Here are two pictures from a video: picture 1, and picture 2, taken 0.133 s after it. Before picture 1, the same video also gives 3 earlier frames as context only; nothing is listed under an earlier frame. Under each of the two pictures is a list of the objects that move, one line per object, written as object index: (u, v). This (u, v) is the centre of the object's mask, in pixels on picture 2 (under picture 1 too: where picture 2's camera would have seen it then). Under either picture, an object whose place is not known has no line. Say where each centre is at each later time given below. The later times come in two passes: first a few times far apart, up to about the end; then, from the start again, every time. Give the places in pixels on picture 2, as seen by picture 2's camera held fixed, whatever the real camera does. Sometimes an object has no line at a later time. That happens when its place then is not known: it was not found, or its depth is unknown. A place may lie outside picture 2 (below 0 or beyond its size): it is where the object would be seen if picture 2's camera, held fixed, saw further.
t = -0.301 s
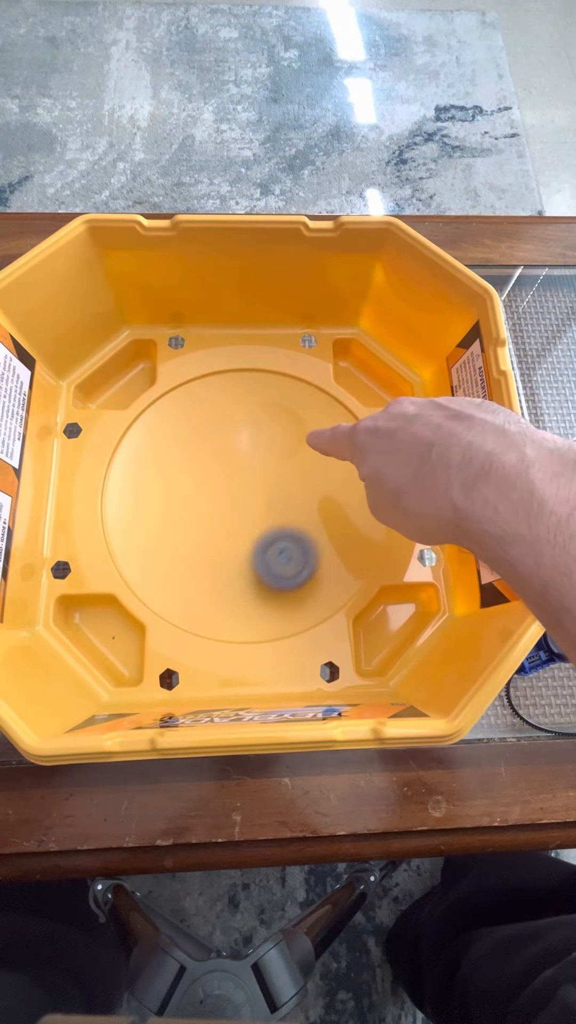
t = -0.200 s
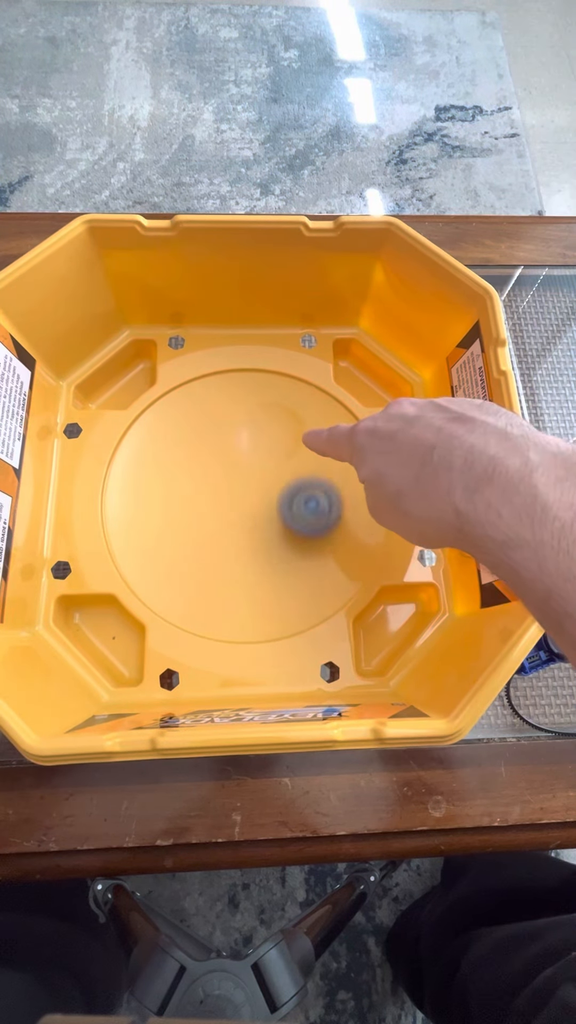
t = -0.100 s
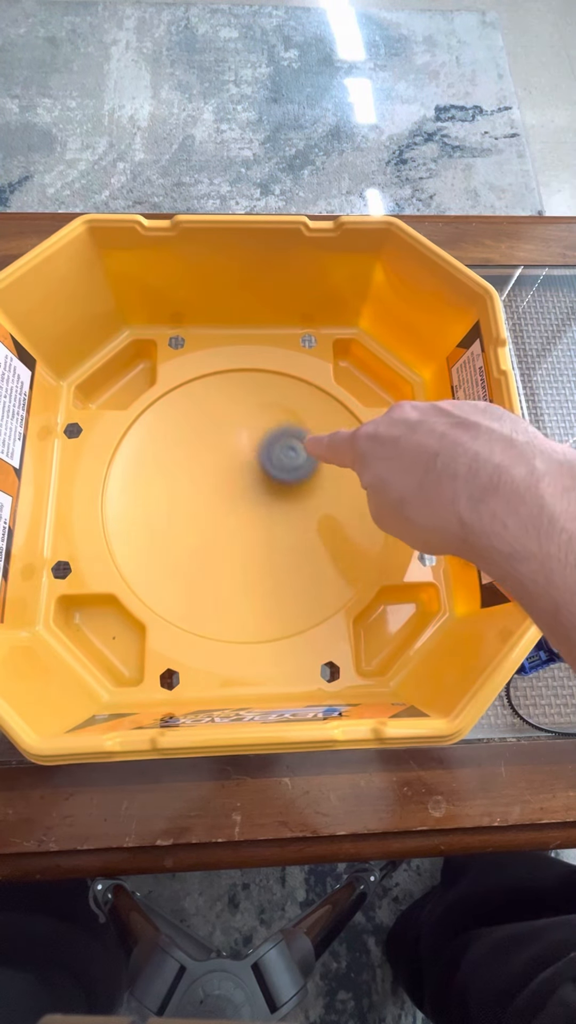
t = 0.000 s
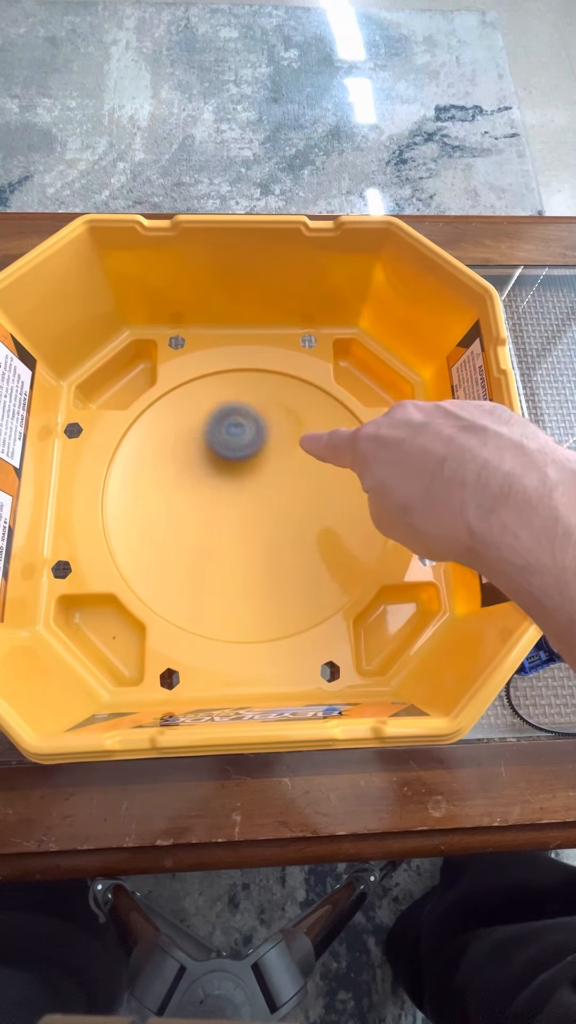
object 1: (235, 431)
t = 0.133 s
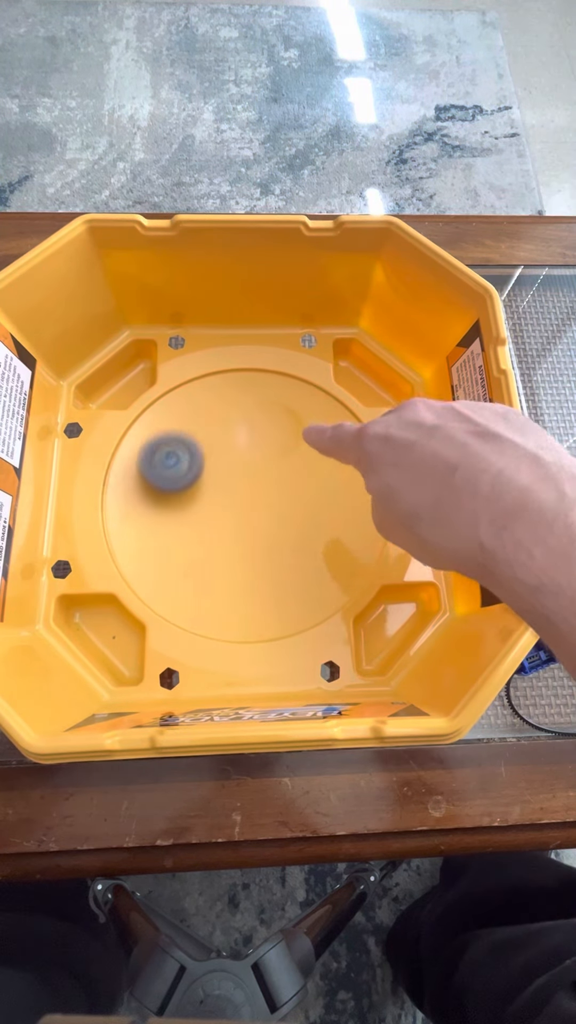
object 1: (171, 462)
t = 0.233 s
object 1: (167, 514)
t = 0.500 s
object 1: (293, 516)
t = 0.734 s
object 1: (248, 424)
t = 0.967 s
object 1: (194, 502)
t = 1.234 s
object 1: (305, 498)
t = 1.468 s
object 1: (244, 445)
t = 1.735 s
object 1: (242, 534)
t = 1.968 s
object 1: (304, 489)
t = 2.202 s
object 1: (226, 471)
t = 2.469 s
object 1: (238, 543)
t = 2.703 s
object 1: (281, 490)
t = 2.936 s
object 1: (207, 469)
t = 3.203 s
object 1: (234, 525)
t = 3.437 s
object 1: (279, 478)
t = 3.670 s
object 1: (229, 452)
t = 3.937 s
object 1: (234, 518)
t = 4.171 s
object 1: (298, 499)
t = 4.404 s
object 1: (261, 454)
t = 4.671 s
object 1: (212, 509)
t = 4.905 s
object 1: (265, 541)
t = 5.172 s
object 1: (278, 475)
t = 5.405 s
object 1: (217, 460)
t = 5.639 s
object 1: (202, 513)
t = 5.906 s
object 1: (273, 517)
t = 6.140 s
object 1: (286, 462)
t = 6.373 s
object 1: (233, 453)
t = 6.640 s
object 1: (220, 515)
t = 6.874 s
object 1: (271, 535)
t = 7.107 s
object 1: (287, 487)
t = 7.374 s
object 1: (231, 463)
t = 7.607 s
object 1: (202, 499)
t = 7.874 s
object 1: (252, 522)
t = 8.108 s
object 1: (283, 483)
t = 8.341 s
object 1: (255, 453)
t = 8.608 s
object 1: (222, 489)
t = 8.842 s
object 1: (242, 527)
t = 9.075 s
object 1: (278, 516)
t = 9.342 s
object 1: (264, 475)
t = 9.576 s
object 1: (225, 469)
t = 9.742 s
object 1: (214, 485)
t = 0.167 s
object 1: (164, 478)
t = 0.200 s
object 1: (162, 496)
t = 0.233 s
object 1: (167, 514)
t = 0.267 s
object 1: (177, 529)
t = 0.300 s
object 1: (192, 542)
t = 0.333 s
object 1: (210, 550)
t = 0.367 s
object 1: (230, 552)
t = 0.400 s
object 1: (250, 549)
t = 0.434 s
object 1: (268, 542)
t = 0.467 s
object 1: (283, 530)
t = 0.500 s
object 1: (293, 516)
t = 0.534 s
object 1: (300, 499)
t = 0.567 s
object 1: (302, 482)
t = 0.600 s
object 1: (299, 466)
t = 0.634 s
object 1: (292, 450)
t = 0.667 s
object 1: (280, 437)
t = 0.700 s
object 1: (265, 429)
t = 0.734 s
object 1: (248, 424)
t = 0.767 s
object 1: (231, 425)
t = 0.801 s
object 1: (216, 431)
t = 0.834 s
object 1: (203, 441)
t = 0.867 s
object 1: (193, 455)
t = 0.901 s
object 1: (189, 470)
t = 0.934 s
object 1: (189, 486)
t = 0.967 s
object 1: (194, 502)
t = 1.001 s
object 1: (205, 515)
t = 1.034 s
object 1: (220, 525)
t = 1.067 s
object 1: (236, 532)
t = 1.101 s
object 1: (254, 533)
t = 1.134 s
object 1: (271, 529)
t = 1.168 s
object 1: (285, 522)
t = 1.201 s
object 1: (298, 511)
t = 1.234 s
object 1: (305, 498)
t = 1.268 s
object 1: (308, 484)
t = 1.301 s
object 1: (306, 470)
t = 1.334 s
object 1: (300, 457)
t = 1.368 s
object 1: (288, 447)
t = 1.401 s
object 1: (274, 440)
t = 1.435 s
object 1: (258, 440)
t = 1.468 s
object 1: (244, 445)
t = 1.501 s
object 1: (231, 452)
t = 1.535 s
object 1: (221, 463)
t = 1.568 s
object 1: (215, 476)
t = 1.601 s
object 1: (212, 489)
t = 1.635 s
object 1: (214, 503)
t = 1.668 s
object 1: (220, 516)
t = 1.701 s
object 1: (230, 527)
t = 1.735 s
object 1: (242, 534)
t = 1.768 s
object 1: (257, 538)
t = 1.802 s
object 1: (271, 537)
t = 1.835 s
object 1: (284, 533)
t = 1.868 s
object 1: (294, 525)
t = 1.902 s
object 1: (302, 515)
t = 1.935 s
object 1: (305, 502)
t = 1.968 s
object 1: (304, 489)
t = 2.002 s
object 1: (298, 478)
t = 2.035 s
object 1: (288, 469)
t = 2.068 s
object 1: (276, 463)
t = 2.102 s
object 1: (263, 461)
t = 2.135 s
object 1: (250, 461)
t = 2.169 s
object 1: (237, 465)
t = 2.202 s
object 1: (226, 471)
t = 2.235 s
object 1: (217, 480)
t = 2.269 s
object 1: (210, 490)
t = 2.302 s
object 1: (207, 501)
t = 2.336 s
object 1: (207, 513)
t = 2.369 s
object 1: (211, 523)
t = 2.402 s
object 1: (218, 533)
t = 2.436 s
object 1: (227, 539)
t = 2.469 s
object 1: (238, 543)
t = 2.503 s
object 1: (251, 543)
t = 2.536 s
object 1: (262, 540)
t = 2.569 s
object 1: (272, 532)
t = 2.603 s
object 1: (279, 523)
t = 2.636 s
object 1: (283, 512)
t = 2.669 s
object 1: (283, 501)
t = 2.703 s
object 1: (281, 490)
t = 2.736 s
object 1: (276, 481)
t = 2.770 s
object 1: (268, 473)
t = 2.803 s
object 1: (259, 466)
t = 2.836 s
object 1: (249, 462)
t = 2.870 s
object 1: (238, 461)
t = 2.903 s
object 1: (227, 461)
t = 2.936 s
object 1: (207, 469)
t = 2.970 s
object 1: (200, 477)
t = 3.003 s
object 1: (197, 486)
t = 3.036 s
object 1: (196, 496)
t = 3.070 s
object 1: (199, 505)
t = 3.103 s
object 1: (205, 514)
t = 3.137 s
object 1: (213, 520)
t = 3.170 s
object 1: (223, 524)
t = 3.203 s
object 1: (234, 525)
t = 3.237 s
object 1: (246, 524)
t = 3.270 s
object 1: (256, 520)
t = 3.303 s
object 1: (265, 514)
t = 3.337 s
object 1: (272, 506)
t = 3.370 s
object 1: (277, 497)
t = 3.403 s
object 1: (279, 487)
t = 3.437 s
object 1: (279, 478)
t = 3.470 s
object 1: (276, 468)
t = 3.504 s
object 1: (272, 461)
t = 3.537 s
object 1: (265, 454)
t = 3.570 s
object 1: (257, 450)
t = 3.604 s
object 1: (247, 448)
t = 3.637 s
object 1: (238, 449)
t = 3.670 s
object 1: (229, 452)
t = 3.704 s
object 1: (221, 457)
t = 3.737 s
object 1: (215, 465)
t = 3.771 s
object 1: (212, 475)
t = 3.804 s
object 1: (211, 485)
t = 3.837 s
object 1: (213, 495)
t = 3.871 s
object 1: (218, 504)
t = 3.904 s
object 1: (225, 512)
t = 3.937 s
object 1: (234, 518)
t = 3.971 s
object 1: (244, 523)
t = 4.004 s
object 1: (255, 525)
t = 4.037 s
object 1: (266, 524)
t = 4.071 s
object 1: (277, 521)
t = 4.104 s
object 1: (286, 516)
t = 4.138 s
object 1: (293, 508)
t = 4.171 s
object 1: (298, 499)
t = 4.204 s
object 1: (301, 490)
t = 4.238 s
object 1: (300, 480)
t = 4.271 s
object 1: (296, 471)
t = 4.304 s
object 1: (290, 464)
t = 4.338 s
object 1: (282, 458)
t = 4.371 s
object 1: (272, 455)
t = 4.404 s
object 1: (261, 454)
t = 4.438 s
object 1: (250, 455)
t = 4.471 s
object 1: (240, 459)
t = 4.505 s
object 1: (231, 465)
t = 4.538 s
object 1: (223, 472)
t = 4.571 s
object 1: (217, 480)
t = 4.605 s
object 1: (213, 489)
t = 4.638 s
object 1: (211, 499)
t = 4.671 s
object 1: (212, 509)
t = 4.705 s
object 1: (214, 518)
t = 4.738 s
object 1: (220, 527)
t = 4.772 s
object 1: (226, 534)
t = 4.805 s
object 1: (235, 539)
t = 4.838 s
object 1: (244, 543)
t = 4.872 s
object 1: (254, 543)
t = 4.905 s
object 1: (265, 541)
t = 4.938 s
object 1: (274, 536)
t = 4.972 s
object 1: (281, 529)
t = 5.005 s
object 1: (287, 521)
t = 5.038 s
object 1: (290, 511)
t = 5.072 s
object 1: (290, 501)
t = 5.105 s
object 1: (288, 492)
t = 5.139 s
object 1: (284, 483)
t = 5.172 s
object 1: (278, 475)
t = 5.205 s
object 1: (271, 468)
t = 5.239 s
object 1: (263, 463)
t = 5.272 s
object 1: (254, 459)
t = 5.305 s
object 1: (244, 456)
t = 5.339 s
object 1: (235, 456)
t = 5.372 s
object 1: (225, 457)
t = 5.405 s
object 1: (217, 460)
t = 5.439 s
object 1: (209, 465)
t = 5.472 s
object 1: (202, 471)
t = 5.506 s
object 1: (198, 479)
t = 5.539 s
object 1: (195, 487)
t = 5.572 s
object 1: (195, 496)
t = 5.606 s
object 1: (198, 505)
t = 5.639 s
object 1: (202, 513)
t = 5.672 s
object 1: (209, 519)
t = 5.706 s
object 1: (217, 524)
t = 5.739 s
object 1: (227, 528)
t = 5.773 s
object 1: (237, 529)
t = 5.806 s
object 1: (247, 528)
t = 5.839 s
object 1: (257, 526)
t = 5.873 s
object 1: (265, 522)
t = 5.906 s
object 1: (273, 517)
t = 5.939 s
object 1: (280, 510)
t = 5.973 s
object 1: (286, 503)
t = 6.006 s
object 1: (290, 495)
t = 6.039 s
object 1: (292, 486)
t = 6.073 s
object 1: (292, 477)
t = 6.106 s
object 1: (290, 469)
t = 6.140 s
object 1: (286, 462)
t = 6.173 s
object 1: (281, 455)
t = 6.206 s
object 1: (274, 450)
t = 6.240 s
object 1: (266, 446)
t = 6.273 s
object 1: (258, 445)
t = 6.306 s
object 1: (249, 446)
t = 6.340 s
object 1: (241, 449)
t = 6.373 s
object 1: (233, 453)
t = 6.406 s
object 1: (226, 459)
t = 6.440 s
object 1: (221, 466)
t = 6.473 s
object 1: (217, 474)
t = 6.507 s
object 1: (214, 482)
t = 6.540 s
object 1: (214, 490)
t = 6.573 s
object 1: (214, 499)
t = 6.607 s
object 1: (216, 507)
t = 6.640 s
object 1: (220, 515)
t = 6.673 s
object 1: (225, 522)
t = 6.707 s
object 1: (231, 528)
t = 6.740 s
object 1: (238, 532)
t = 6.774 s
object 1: (246, 536)
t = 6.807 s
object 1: (255, 537)
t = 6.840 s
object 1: (264, 537)
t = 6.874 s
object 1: (271, 535)
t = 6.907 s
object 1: (279, 530)
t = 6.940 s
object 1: (284, 525)
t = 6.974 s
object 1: (289, 518)
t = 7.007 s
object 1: (291, 510)
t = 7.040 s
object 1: (291, 502)
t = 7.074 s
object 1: (290, 495)
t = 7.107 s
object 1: (287, 487)
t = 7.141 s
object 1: (283, 481)
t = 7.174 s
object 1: (277, 475)
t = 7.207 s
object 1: (270, 470)
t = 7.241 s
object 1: (263, 466)
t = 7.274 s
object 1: (255, 464)
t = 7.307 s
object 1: (247, 462)
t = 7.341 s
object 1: (239, 462)
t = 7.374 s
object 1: (231, 463)
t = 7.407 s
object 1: (223, 466)
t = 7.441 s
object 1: (216, 469)
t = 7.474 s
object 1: (211, 474)
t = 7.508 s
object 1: (206, 479)
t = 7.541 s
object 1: (202, 486)
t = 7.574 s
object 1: (201, 493)
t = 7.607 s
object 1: (202, 499)
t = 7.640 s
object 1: (204, 507)
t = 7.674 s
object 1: (208, 512)
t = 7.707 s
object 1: (214, 518)
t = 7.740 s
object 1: (221, 522)
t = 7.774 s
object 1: (228, 523)
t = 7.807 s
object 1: (236, 524)
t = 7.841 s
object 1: (244, 524)
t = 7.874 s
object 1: (252, 522)
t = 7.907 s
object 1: (260, 518)
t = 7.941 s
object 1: (266, 514)
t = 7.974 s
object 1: (273, 509)
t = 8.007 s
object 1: (277, 503)
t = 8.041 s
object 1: (281, 497)
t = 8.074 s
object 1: (283, 490)
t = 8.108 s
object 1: (283, 483)
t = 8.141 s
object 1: (283, 476)
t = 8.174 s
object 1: (282, 469)
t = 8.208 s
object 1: (278, 464)
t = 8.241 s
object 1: (273, 460)
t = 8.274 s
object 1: (268, 456)
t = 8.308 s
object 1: (262, 454)
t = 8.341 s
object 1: (255, 453)
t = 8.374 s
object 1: (249, 454)
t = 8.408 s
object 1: (243, 457)
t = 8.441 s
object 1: (237, 460)
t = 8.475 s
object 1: (232, 465)
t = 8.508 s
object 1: (228, 470)
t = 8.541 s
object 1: (225, 476)
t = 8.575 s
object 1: (223, 483)
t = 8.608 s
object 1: (222, 489)
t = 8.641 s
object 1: (222, 496)
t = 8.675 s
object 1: (223, 502)
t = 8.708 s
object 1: (225, 508)
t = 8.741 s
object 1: (228, 514)
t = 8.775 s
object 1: (232, 519)
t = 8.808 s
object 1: (237, 524)
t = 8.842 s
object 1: (242, 527)
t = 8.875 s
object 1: (248, 530)
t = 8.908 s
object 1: (254, 531)
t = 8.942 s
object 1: (260, 530)
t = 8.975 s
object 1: (266, 528)
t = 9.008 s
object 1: (271, 525)
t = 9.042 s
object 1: (275, 521)
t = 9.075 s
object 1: (278, 516)
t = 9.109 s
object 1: (280, 510)
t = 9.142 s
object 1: (280, 505)
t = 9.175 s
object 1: (280, 499)
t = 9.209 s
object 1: (278, 493)
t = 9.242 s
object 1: (276, 487)
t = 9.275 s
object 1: (272, 482)
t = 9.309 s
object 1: (268, 478)
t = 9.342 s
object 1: (264, 475)
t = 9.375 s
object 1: (258, 471)
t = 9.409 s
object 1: (253, 469)
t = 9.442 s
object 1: (247, 467)
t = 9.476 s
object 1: (240, 466)
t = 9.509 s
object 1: (235, 466)
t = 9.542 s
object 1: (230, 467)
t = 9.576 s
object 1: (225, 469)
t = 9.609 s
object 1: (221, 472)
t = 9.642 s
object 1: (218, 475)
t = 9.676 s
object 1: (215, 479)
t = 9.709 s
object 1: (214, 482)
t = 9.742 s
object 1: (214, 485)
